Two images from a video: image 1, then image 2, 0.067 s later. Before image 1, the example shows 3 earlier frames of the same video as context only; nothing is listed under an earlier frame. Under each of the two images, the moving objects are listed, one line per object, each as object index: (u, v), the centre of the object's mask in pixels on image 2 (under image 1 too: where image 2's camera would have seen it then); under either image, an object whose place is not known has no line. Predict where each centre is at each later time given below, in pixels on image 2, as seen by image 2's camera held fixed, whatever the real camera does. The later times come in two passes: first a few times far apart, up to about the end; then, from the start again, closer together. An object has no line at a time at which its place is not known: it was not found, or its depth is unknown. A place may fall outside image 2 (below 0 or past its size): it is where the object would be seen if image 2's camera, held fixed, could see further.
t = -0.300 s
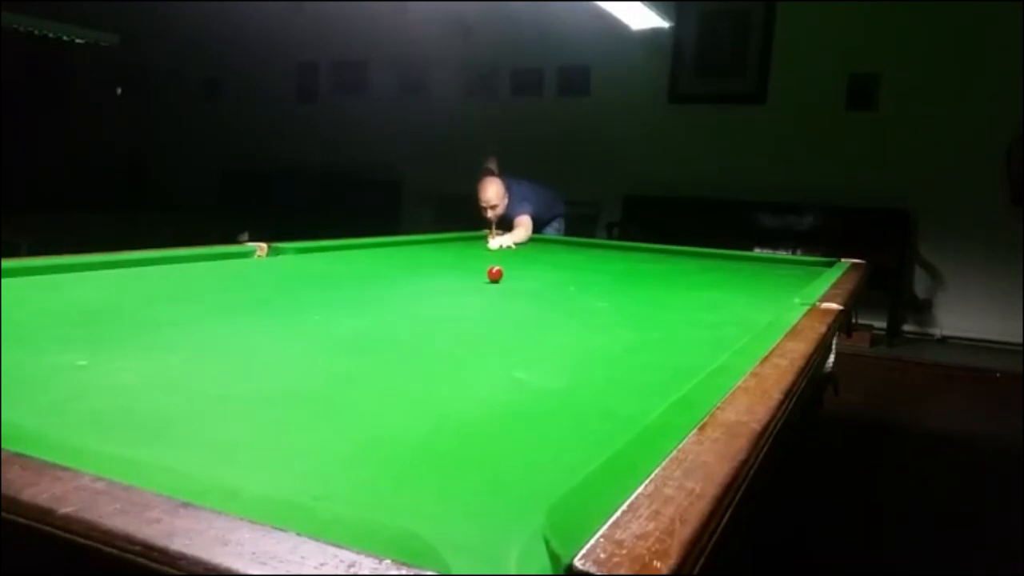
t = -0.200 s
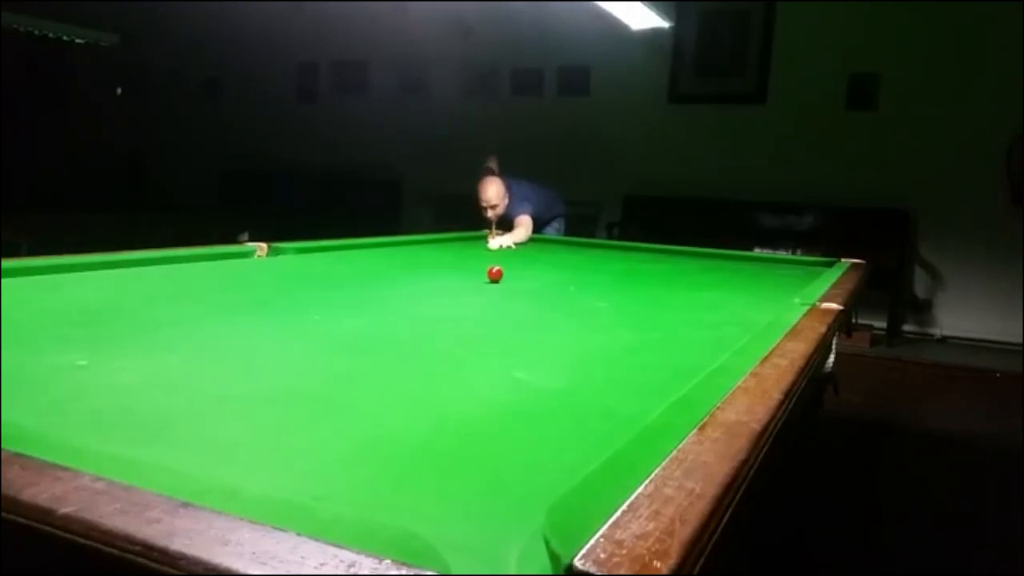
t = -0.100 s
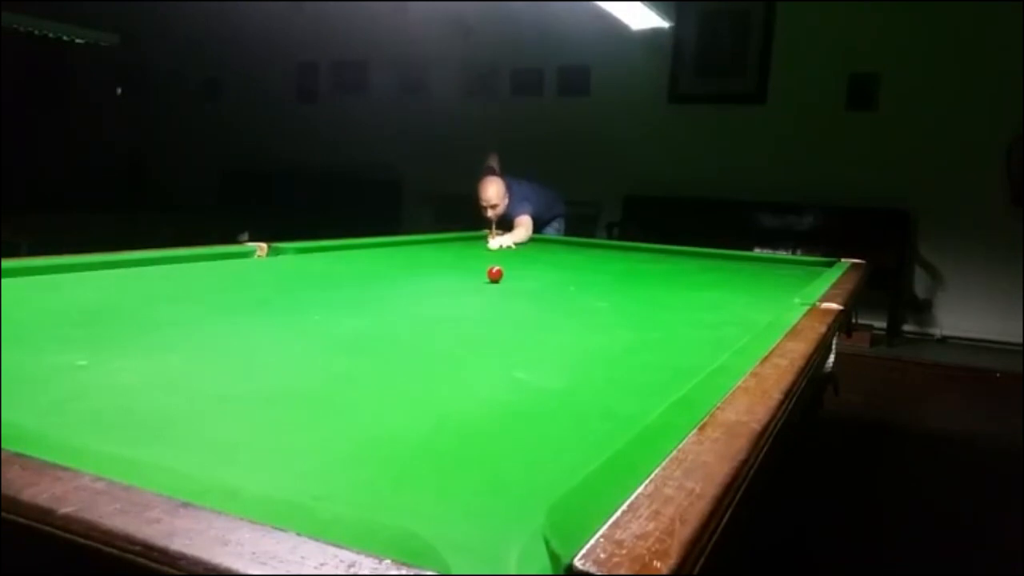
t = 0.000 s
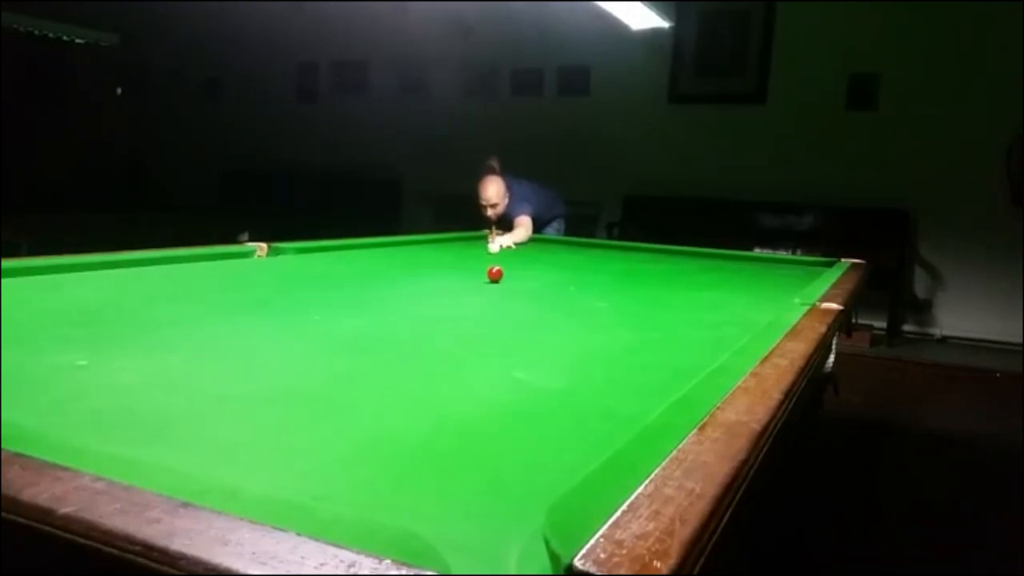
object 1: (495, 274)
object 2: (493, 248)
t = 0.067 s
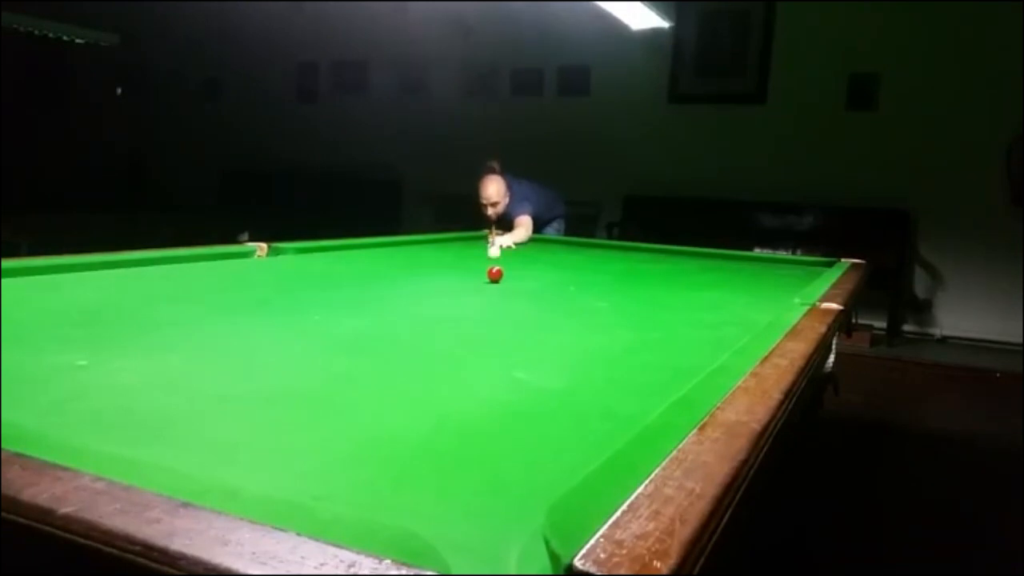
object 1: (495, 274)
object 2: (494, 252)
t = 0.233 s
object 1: (495, 274)
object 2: (494, 264)
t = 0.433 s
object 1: (498, 293)
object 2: (491, 272)
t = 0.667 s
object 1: (505, 328)
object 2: (489, 273)
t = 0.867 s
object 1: (514, 376)
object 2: (488, 274)
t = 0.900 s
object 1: (516, 387)
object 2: (487, 274)
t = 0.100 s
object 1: (495, 274)
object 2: (494, 255)
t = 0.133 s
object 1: (495, 274)
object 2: (494, 258)
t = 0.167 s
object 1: (495, 274)
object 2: (494, 260)
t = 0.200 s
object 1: (495, 274)
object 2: (494, 262)
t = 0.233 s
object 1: (495, 274)
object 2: (494, 264)
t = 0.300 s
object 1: (495, 277)
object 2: (492, 268)
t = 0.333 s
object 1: (496, 281)
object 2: (492, 269)
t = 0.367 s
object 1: (497, 284)
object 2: (492, 271)
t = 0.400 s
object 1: (498, 289)
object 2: (492, 272)
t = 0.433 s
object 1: (498, 293)
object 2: (491, 272)
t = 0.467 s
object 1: (499, 298)
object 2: (491, 272)
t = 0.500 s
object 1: (500, 302)
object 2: (491, 272)
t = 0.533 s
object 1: (501, 307)
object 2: (491, 273)
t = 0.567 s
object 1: (502, 312)
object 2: (490, 273)
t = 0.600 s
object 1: (503, 317)
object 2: (490, 273)
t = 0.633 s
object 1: (504, 323)
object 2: (489, 273)
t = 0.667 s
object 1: (505, 328)
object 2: (489, 273)
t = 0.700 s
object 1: (506, 335)
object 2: (489, 273)
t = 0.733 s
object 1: (507, 342)
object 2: (488, 273)
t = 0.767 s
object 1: (509, 349)
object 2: (488, 273)
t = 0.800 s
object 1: (510, 357)
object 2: (488, 274)
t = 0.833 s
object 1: (512, 366)
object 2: (488, 274)
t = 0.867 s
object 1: (514, 376)
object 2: (488, 274)
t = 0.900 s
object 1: (516, 387)
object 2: (487, 274)
